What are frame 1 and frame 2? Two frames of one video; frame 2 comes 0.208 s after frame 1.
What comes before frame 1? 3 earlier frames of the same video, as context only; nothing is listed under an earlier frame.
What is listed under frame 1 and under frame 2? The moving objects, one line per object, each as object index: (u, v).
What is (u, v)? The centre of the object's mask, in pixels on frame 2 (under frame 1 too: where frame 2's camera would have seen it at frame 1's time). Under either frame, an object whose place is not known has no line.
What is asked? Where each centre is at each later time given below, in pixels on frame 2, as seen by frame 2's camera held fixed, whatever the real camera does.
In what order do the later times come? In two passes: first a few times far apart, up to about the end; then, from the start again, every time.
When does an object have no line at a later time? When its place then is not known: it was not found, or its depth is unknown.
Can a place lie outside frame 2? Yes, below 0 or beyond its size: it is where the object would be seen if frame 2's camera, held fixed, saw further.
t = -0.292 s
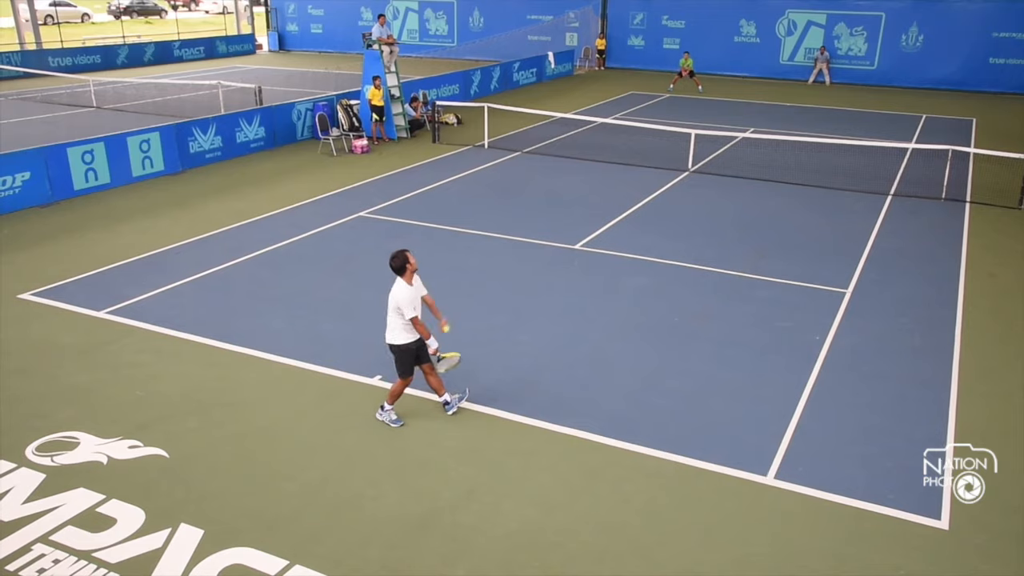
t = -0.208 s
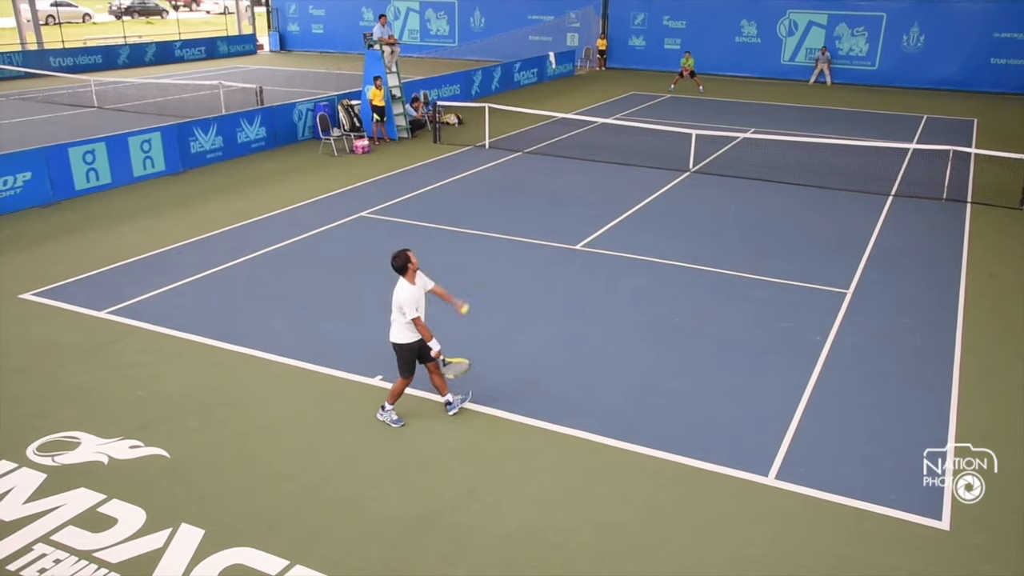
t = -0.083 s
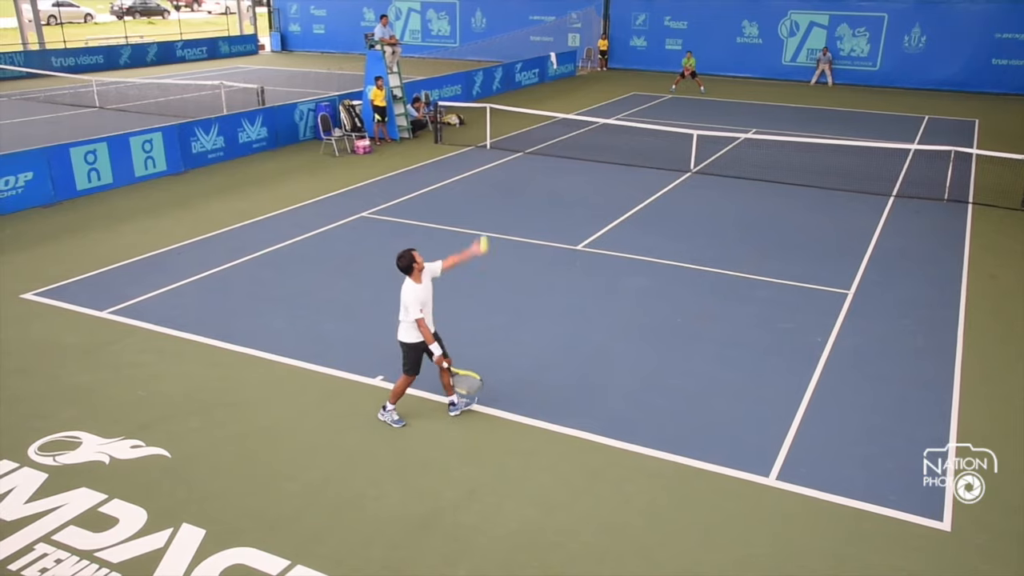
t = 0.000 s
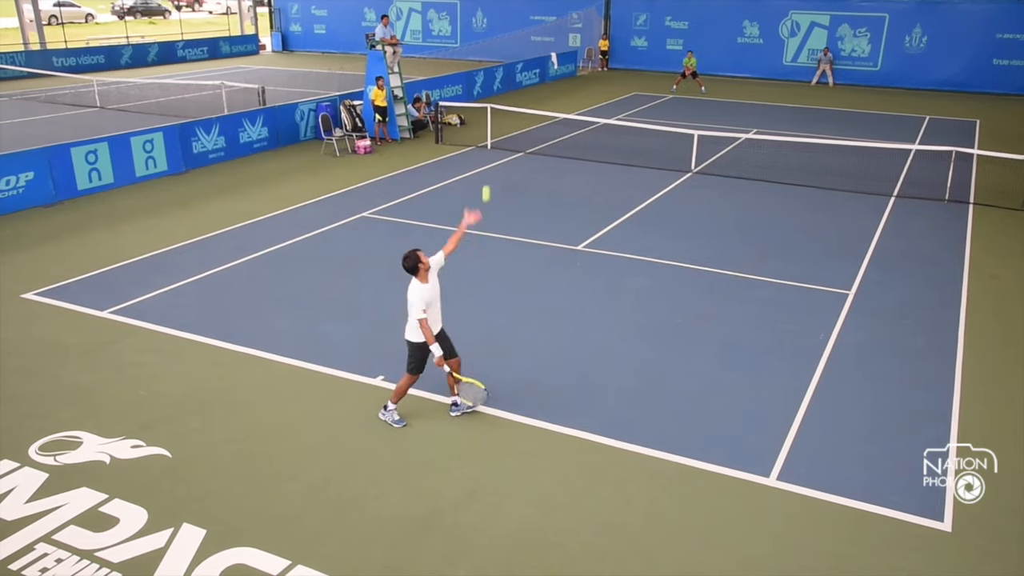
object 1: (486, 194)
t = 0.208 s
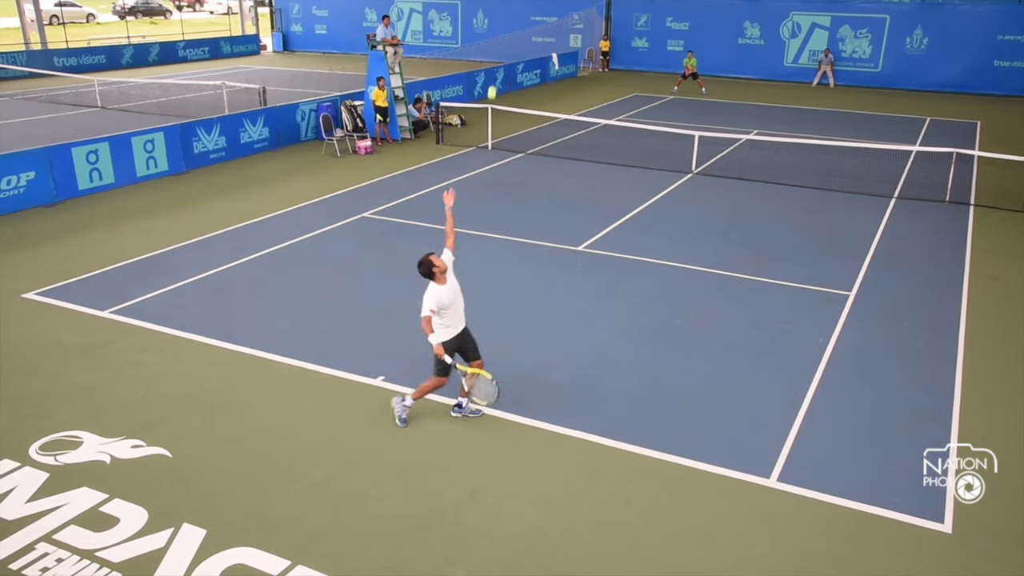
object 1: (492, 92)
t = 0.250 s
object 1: (493, 77)
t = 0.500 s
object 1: (499, 18)
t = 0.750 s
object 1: (505, 24)
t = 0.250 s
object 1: (493, 77)
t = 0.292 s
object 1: (494, 63)
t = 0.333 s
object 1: (495, 50)
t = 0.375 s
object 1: (496, 39)
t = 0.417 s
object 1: (497, 31)
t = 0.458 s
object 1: (498, 23)
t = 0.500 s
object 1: (499, 18)
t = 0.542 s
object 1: (500, 14)
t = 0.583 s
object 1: (501, 13)
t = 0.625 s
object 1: (502, 13)
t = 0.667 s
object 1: (503, 15)
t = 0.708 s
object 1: (504, 18)
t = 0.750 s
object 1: (505, 24)
